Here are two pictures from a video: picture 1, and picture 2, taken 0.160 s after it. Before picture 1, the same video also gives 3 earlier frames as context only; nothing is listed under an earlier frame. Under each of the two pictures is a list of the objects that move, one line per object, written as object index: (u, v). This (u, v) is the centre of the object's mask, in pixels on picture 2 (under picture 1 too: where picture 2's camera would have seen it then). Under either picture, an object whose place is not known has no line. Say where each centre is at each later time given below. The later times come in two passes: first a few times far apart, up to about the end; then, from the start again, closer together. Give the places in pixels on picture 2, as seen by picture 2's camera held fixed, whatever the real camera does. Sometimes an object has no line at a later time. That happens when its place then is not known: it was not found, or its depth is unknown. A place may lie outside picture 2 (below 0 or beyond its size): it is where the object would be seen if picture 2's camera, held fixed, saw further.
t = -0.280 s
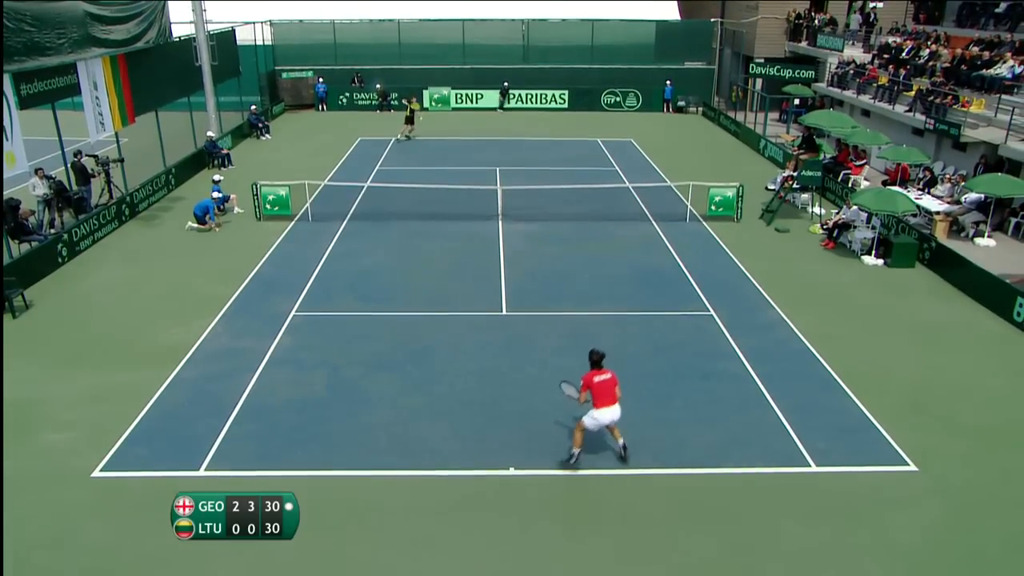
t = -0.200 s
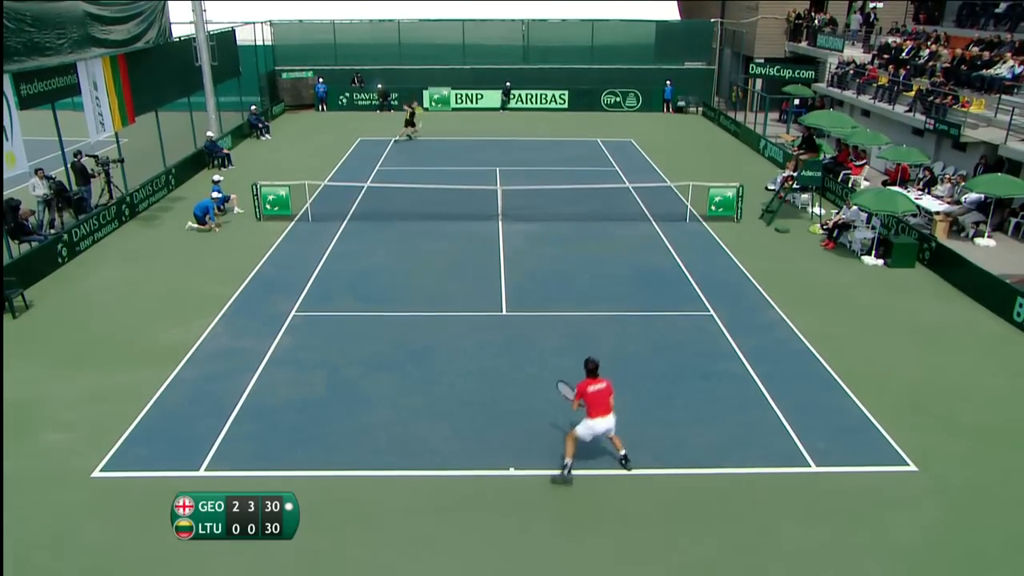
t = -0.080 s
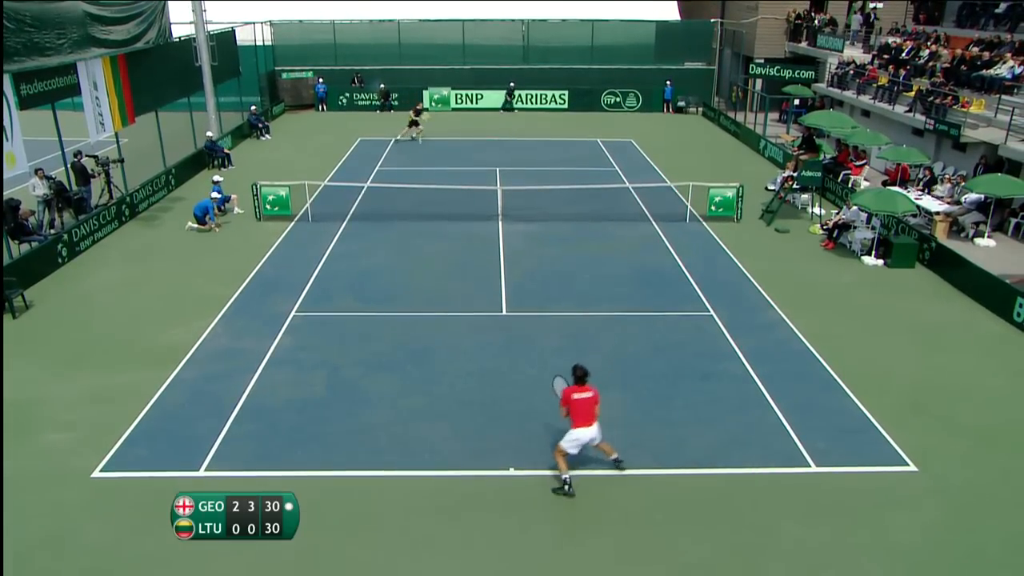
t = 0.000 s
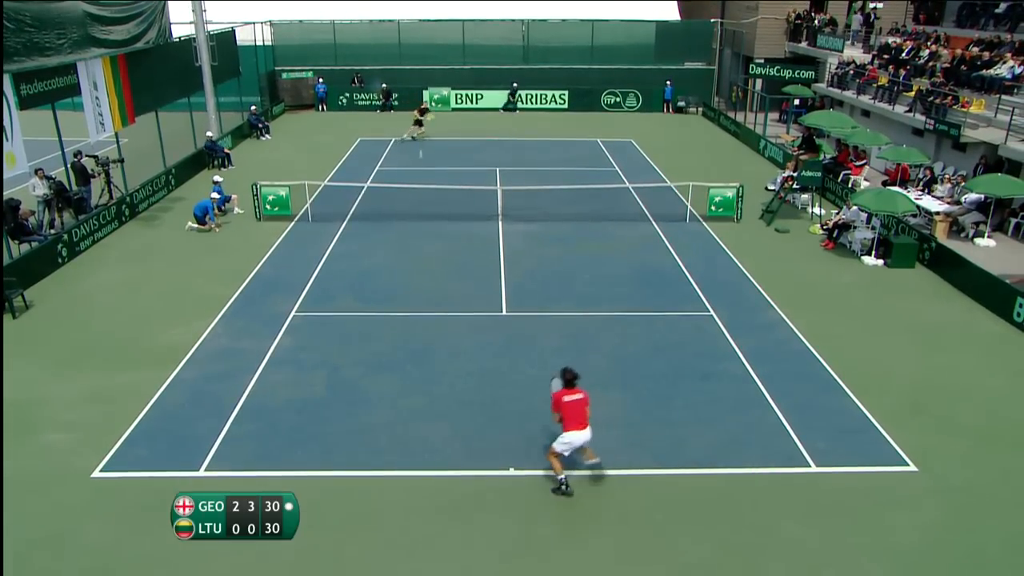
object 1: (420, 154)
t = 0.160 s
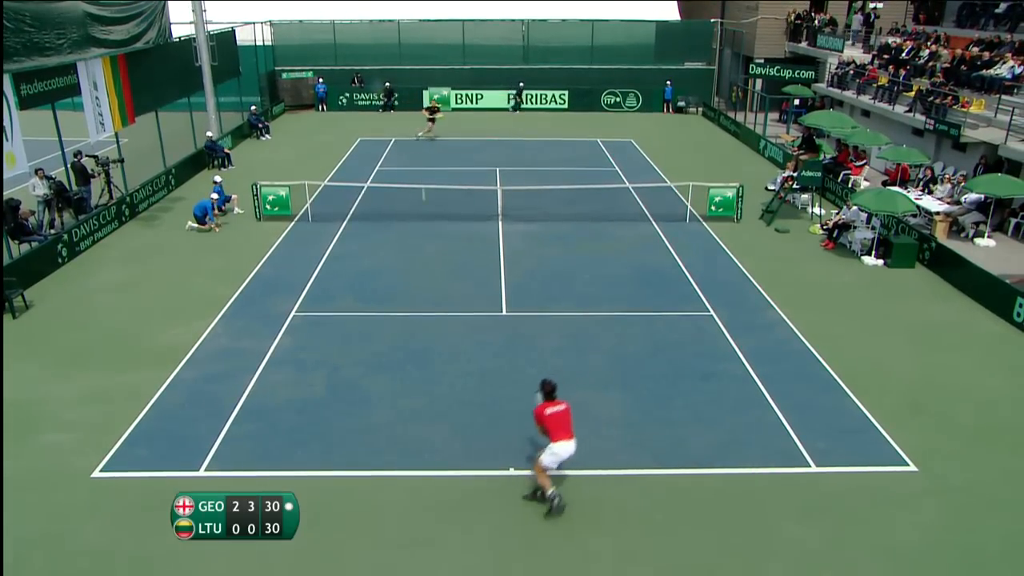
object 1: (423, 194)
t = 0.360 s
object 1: (430, 273)
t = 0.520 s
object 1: (437, 339)
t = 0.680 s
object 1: (443, 351)
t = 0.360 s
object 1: (430, 273)
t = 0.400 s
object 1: (431, 293)
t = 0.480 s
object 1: (436, 336)
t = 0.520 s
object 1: (437, 339)
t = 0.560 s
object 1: (438, 340)
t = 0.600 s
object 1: (439, 342)
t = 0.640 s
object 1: (441, 346)
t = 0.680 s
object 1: (443, 351)
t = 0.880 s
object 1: (453, 397)
